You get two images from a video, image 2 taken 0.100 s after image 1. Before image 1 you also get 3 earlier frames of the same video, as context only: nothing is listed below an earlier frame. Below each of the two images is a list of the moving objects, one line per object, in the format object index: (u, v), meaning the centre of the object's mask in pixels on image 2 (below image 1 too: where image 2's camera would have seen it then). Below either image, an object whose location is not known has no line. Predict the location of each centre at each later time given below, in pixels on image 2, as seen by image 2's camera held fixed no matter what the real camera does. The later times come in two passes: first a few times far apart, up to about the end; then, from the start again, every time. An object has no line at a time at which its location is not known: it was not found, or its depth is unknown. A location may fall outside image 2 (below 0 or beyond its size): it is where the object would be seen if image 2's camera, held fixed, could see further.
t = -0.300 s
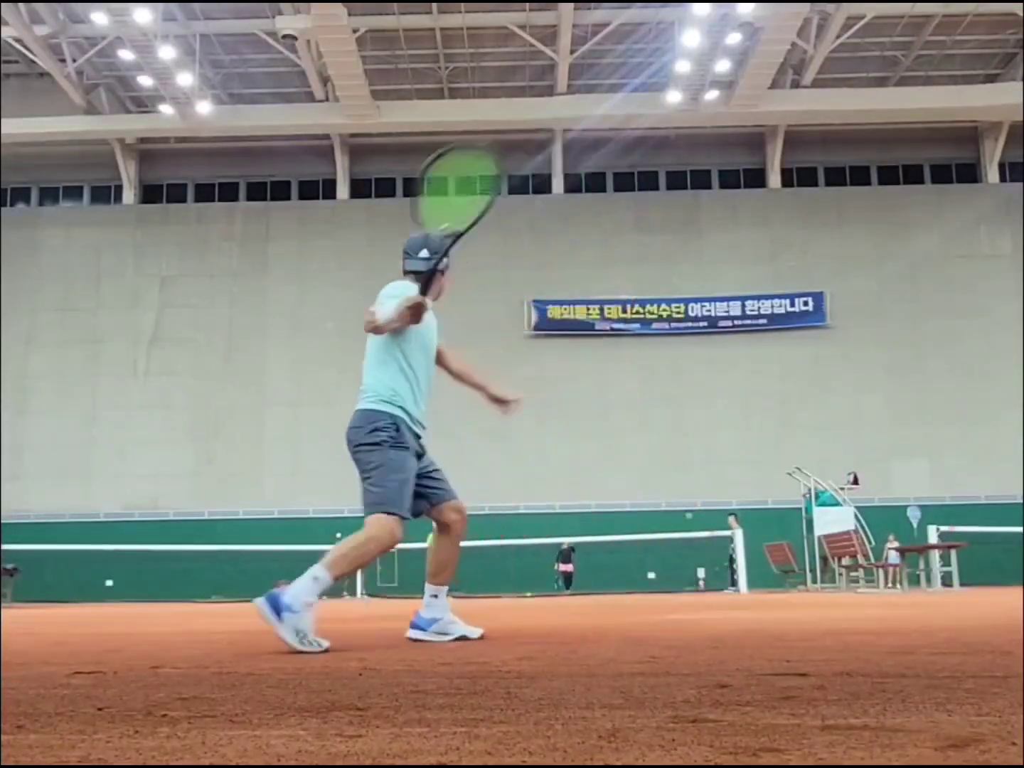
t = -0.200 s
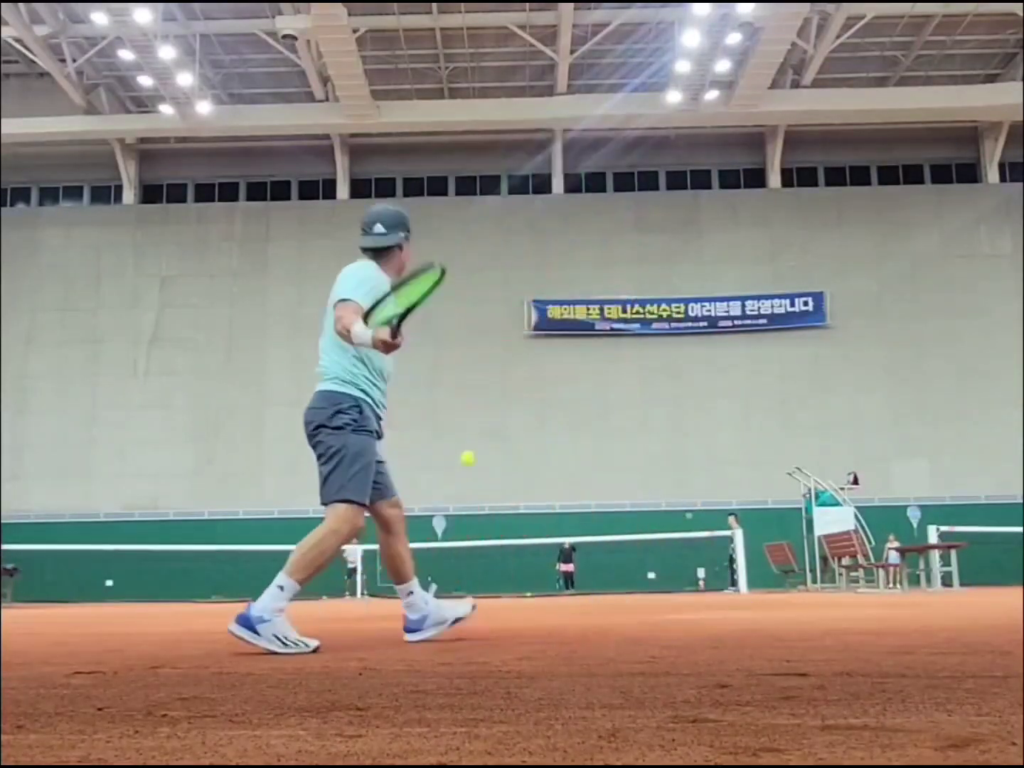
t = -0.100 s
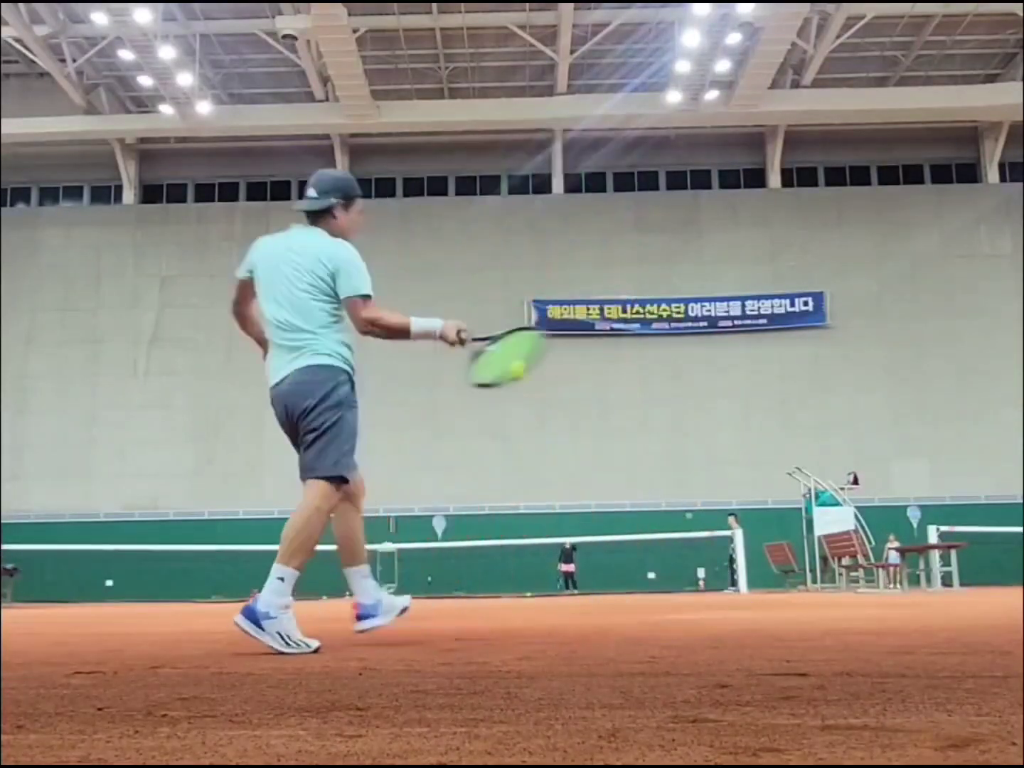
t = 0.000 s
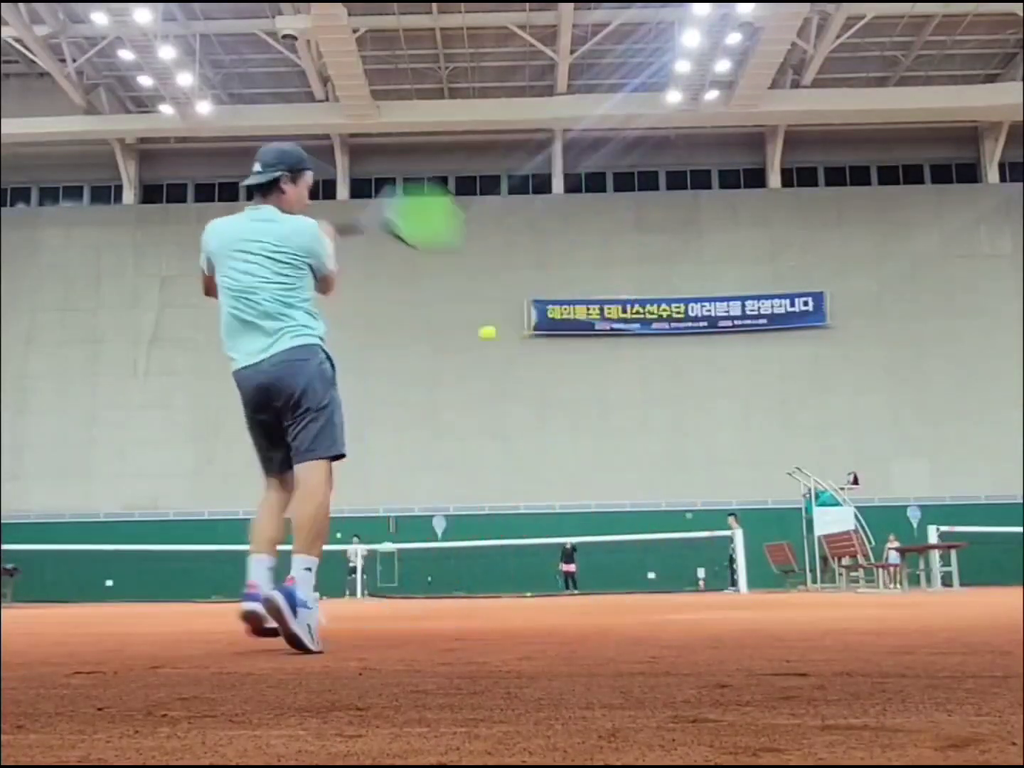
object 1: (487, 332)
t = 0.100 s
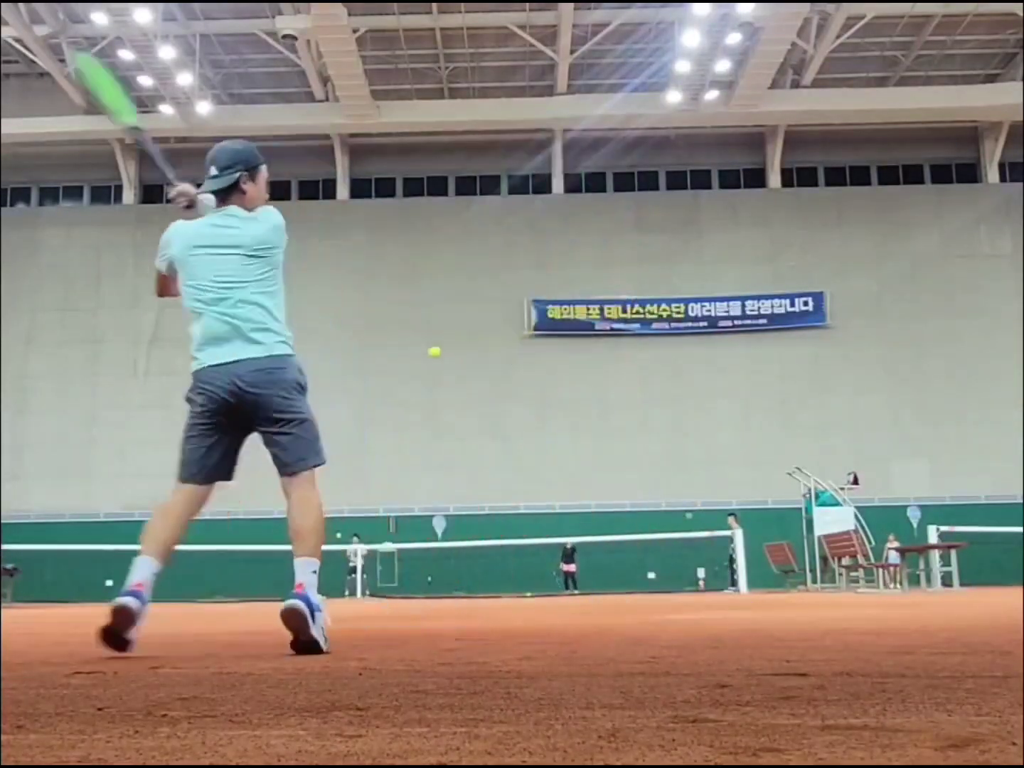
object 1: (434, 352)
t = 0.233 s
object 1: (403, 378)
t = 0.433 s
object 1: (383, 420)
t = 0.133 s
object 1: (424, 358)
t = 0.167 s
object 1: (415, 365)
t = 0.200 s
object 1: (408, 371)
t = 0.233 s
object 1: (403, 378)
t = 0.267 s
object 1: (398, 385)
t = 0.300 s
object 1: (394, 392)
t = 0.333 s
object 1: (391, 399)
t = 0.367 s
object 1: (388, 406)
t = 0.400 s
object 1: (386, 413)
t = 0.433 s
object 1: (383, 420)
